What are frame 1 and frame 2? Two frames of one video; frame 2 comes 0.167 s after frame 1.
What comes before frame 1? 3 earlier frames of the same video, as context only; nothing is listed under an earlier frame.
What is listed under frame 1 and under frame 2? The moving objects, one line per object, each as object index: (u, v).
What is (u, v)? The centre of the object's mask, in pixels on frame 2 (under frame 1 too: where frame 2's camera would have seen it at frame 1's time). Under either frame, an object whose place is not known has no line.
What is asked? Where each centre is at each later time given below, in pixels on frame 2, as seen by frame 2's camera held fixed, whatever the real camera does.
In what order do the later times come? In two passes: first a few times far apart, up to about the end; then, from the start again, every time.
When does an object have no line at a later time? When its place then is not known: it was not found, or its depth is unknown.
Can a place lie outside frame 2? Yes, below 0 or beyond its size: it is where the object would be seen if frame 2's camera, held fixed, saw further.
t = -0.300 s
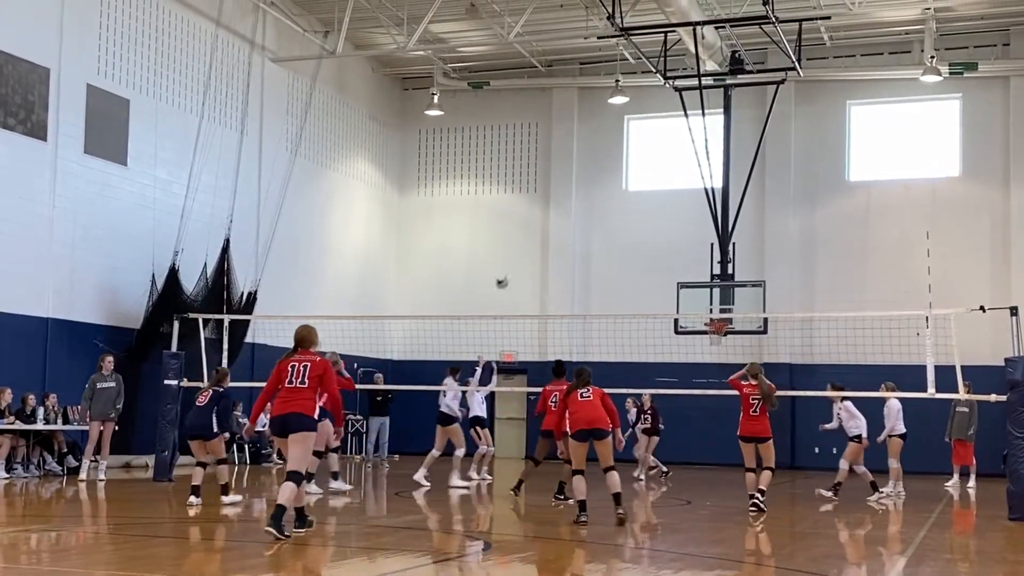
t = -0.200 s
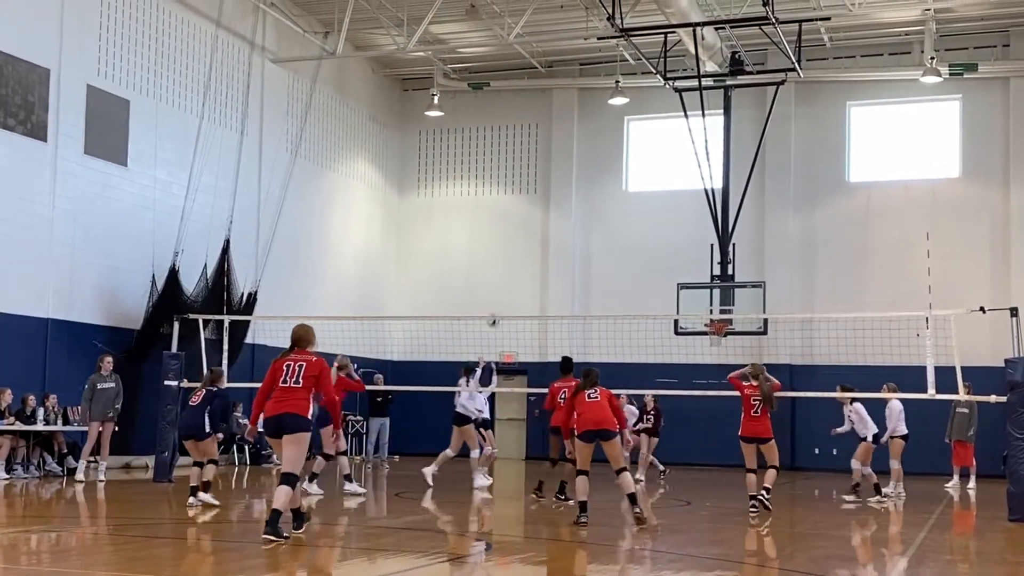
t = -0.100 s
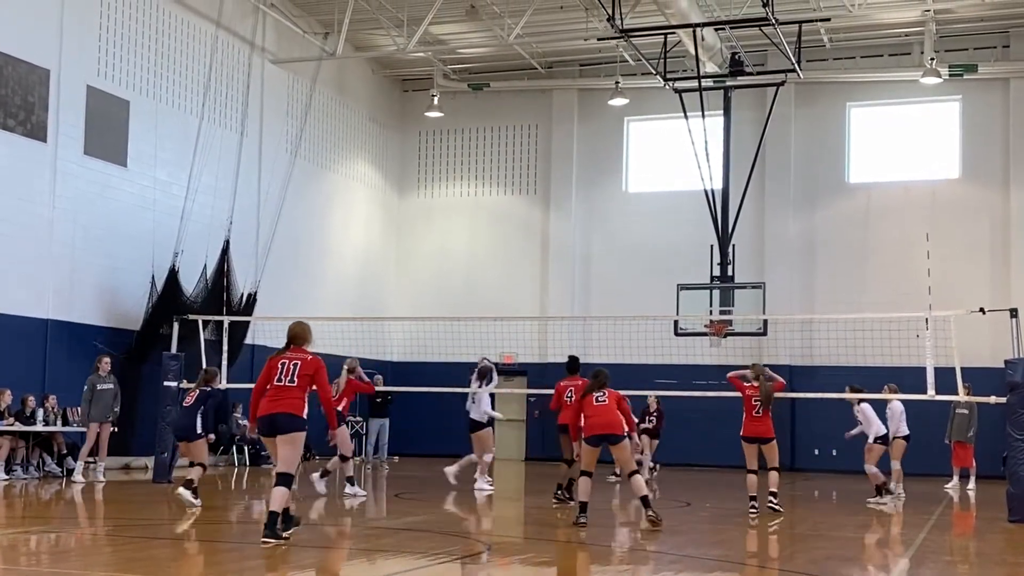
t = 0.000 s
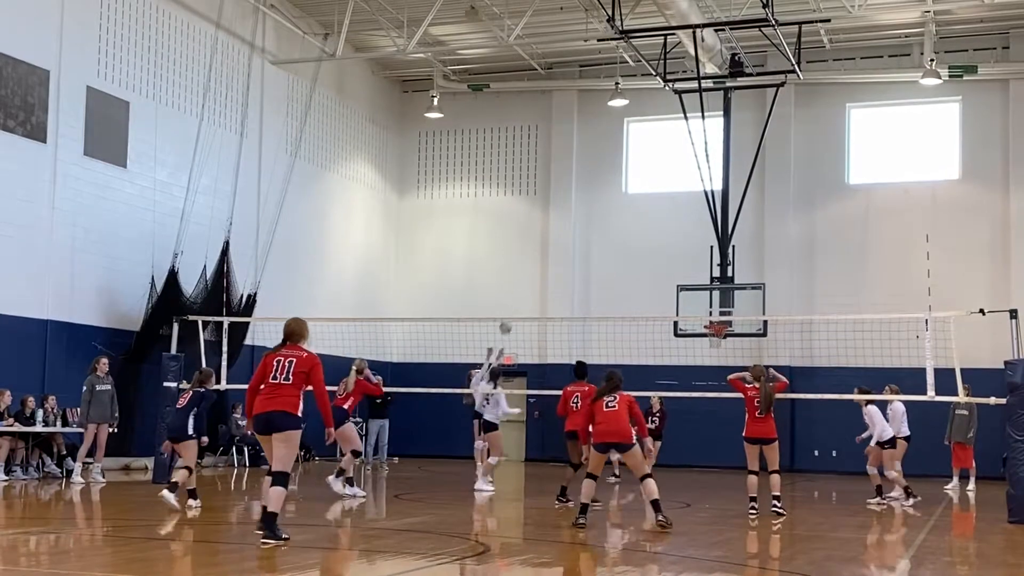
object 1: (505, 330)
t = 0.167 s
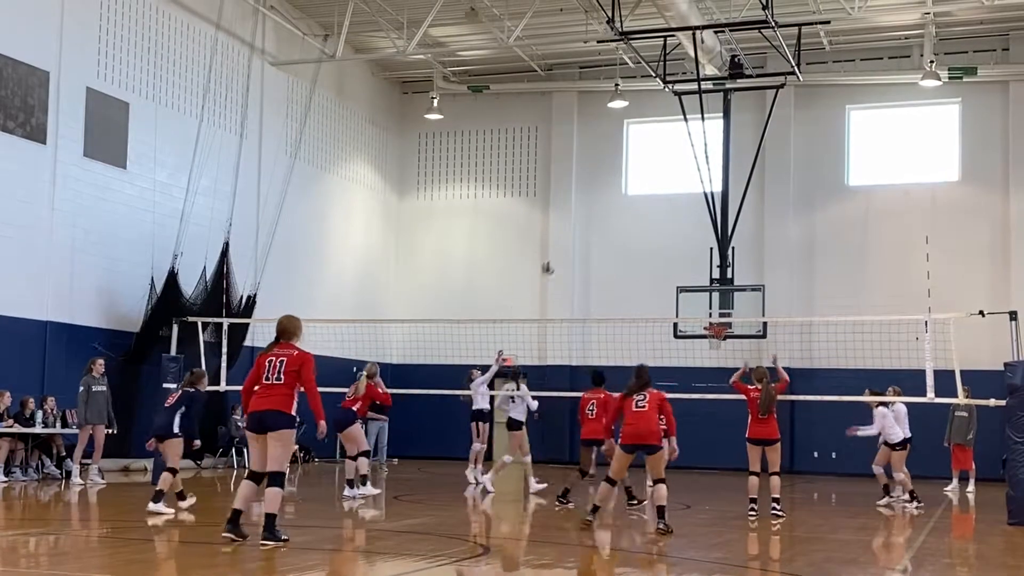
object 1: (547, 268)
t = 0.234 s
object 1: (564, 250)
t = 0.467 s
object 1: (621, 205)
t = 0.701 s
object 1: (679, 193)
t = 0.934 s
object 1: (735, 216)
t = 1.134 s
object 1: (782, 264)
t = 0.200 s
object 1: (555, 258)
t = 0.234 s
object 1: (564, 250)
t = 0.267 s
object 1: (572, 241)
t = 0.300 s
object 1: (580, 234)
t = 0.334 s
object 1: (589, 227)
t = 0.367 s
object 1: (597, 220)
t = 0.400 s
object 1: (605, 214)
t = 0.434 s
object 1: (613, 210)
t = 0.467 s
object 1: (621, 205)
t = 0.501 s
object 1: (629, 201)
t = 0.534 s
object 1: (638, 198)
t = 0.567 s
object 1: (646, 196)
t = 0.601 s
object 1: (654, 194)
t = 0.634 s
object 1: (662, 193)
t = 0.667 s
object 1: (670, 193)
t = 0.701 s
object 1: (679, 193)
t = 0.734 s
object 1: (686, 194)
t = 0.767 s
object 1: (694, 196)
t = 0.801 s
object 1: (702, 199)
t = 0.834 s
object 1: (711, 201)
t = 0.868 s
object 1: (720, 205)
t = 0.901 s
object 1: (727, 210)
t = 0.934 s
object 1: (735, 216)
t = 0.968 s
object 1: (743, 222)
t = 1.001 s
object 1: (751, 228)
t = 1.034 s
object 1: (759, 236)
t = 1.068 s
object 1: (767, 245)
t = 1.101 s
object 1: (774, 254)
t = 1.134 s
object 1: (782, 264)
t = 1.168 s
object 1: (790, 275)
